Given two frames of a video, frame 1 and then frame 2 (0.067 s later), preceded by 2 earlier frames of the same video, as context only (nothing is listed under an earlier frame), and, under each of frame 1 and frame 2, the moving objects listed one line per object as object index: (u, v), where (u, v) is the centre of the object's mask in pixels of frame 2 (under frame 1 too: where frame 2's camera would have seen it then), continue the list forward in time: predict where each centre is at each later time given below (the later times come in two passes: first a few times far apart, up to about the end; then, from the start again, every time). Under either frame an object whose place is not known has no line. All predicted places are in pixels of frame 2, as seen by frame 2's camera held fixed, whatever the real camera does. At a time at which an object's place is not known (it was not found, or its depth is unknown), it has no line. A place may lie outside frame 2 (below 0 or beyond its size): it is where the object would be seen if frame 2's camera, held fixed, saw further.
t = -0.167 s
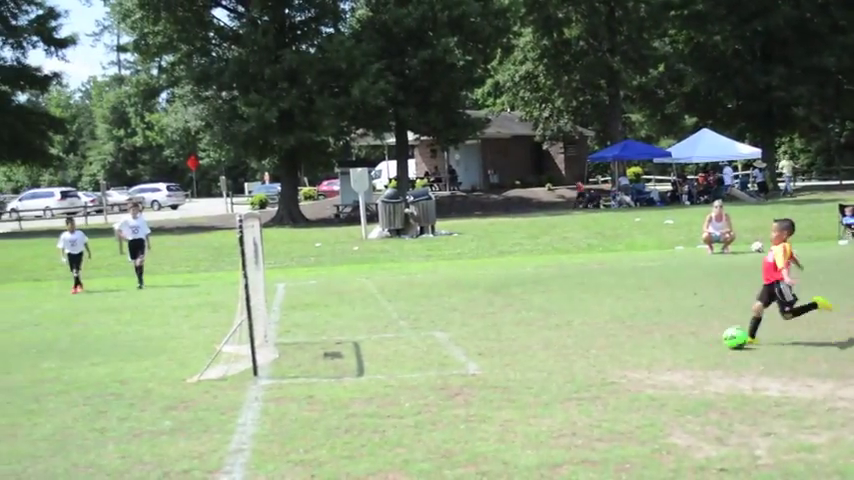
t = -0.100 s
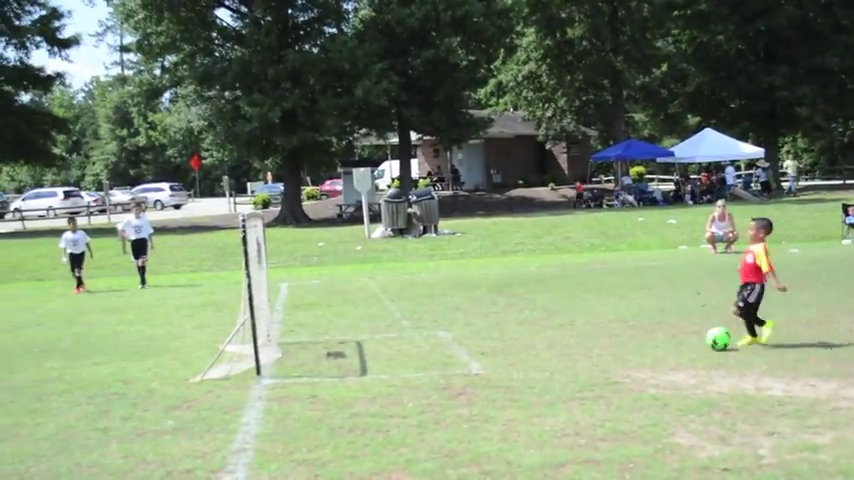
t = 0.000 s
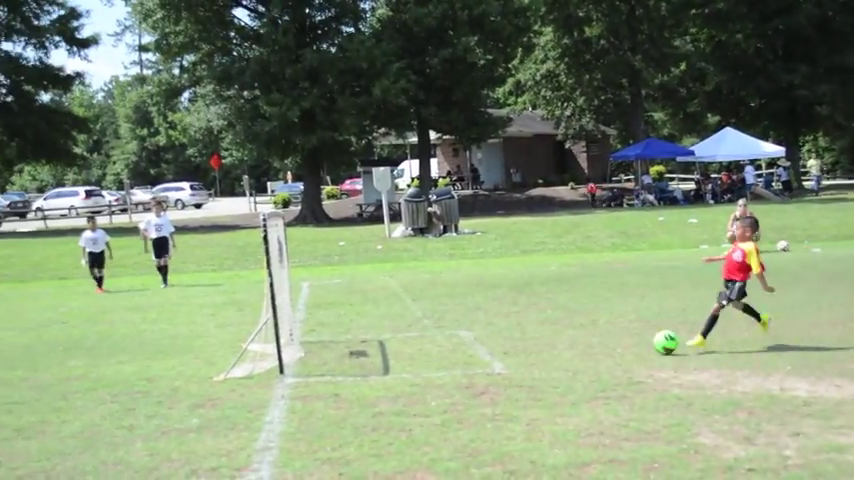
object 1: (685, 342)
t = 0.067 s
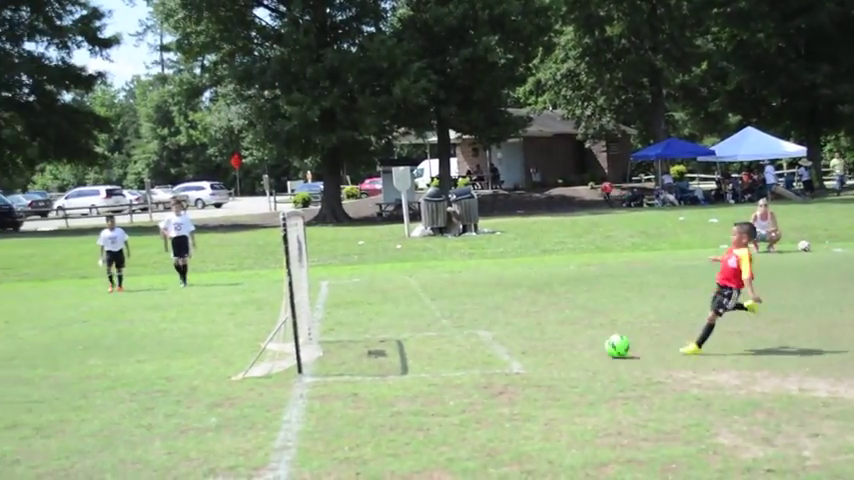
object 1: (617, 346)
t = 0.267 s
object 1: (441, 352)
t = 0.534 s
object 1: (260, 362)
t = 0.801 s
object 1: (207, 338)
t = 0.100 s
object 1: (586, 347)
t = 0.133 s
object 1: (554, 349)
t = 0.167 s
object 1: (524, 351)
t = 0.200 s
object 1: (496, 351)
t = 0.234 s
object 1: (469, 351)
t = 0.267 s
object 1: (441, 352)
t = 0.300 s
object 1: (414, 355)
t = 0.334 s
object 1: (390, 354)
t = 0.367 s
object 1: (368, 352)
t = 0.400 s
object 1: (345, 352)
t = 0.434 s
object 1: (323, 354)
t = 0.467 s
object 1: (303, 357)
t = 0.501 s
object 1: (280, 361)
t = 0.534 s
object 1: (260, 362)
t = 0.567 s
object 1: (243, 356)
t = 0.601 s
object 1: (231, 353)
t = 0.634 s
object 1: (219, 350)
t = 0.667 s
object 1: (212, 347)
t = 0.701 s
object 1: (209, 343)
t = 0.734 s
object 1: (208, 341)
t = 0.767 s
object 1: (207, 339)
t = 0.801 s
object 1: (207, 338)
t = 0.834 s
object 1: (207, 339)
